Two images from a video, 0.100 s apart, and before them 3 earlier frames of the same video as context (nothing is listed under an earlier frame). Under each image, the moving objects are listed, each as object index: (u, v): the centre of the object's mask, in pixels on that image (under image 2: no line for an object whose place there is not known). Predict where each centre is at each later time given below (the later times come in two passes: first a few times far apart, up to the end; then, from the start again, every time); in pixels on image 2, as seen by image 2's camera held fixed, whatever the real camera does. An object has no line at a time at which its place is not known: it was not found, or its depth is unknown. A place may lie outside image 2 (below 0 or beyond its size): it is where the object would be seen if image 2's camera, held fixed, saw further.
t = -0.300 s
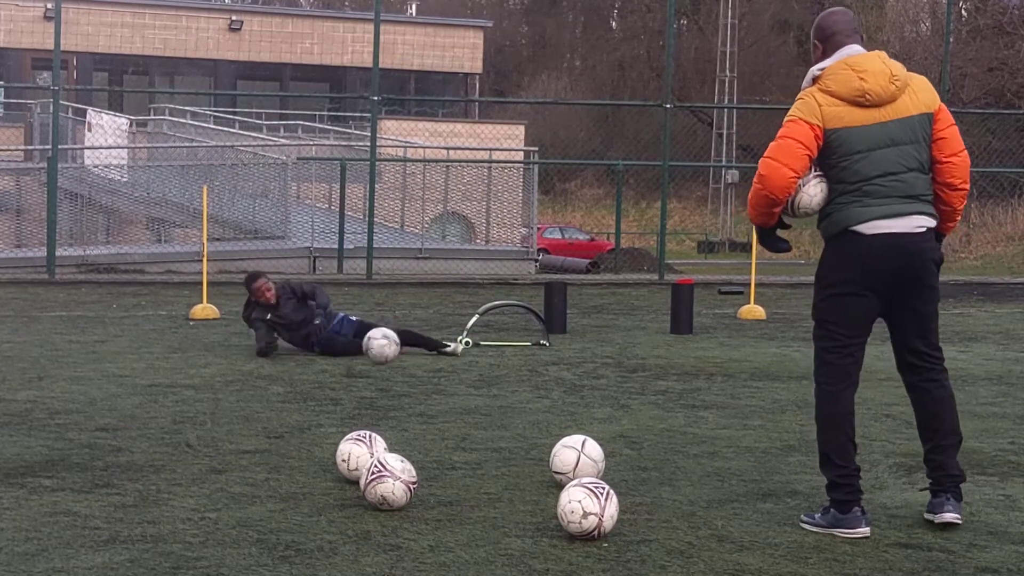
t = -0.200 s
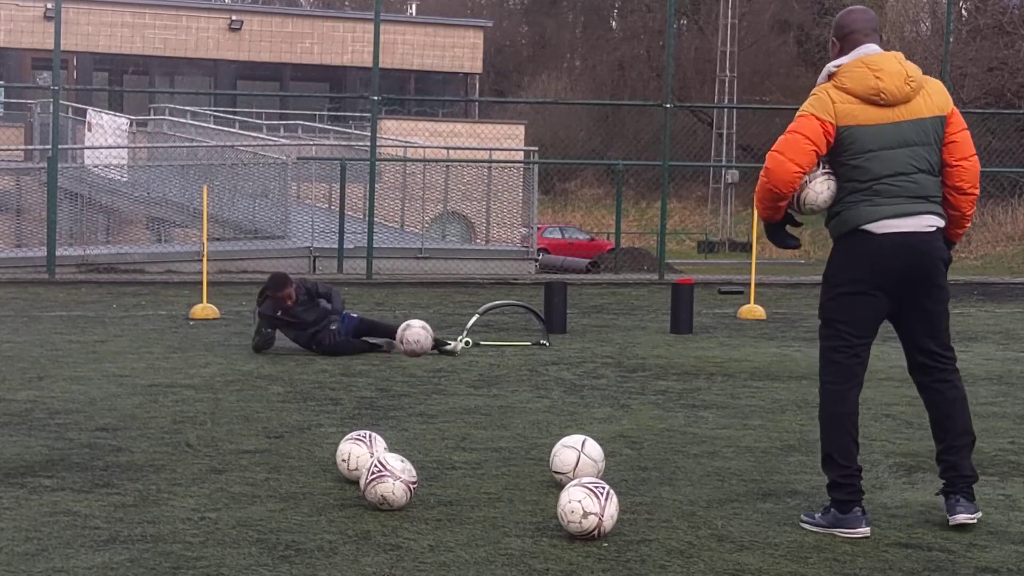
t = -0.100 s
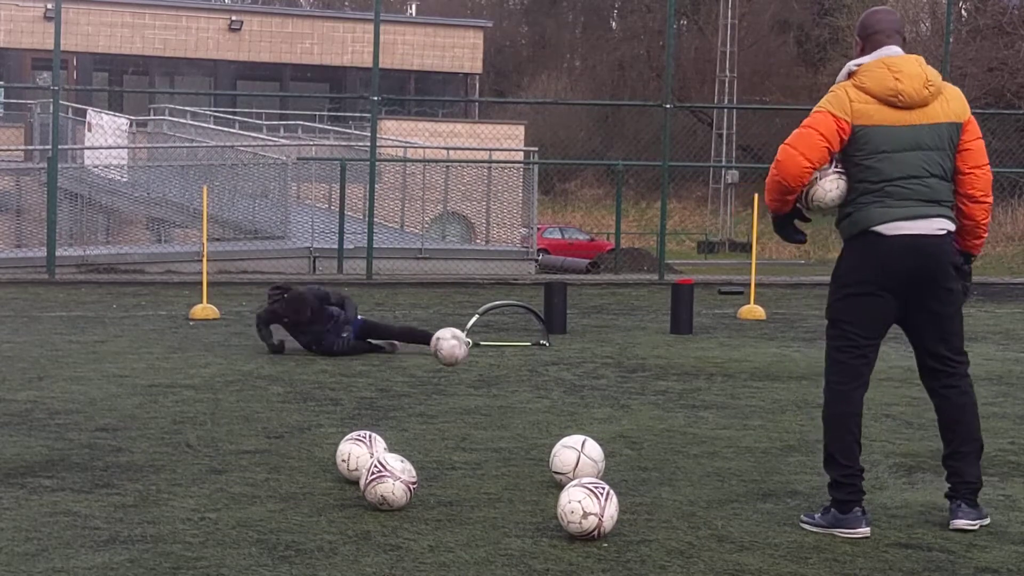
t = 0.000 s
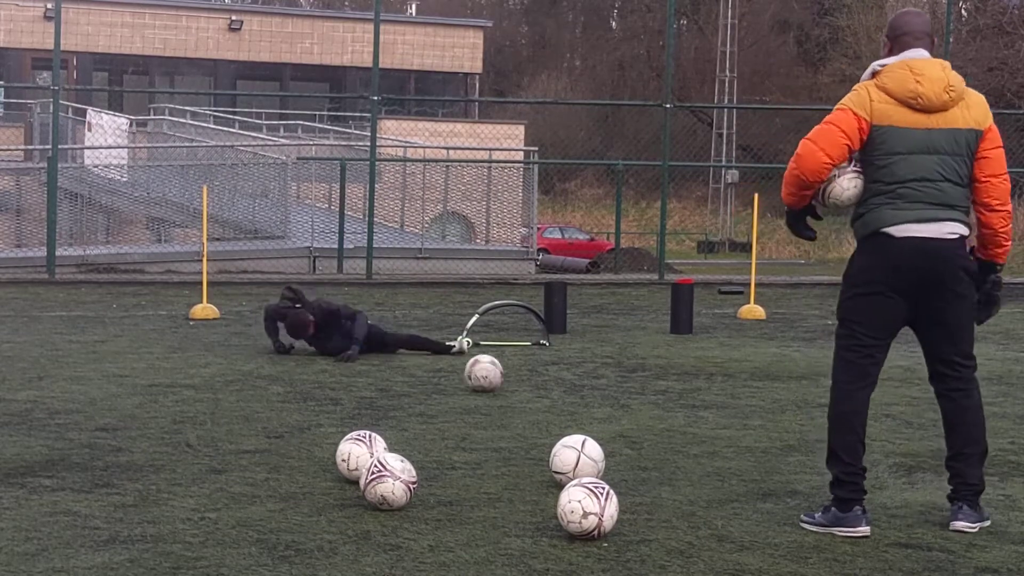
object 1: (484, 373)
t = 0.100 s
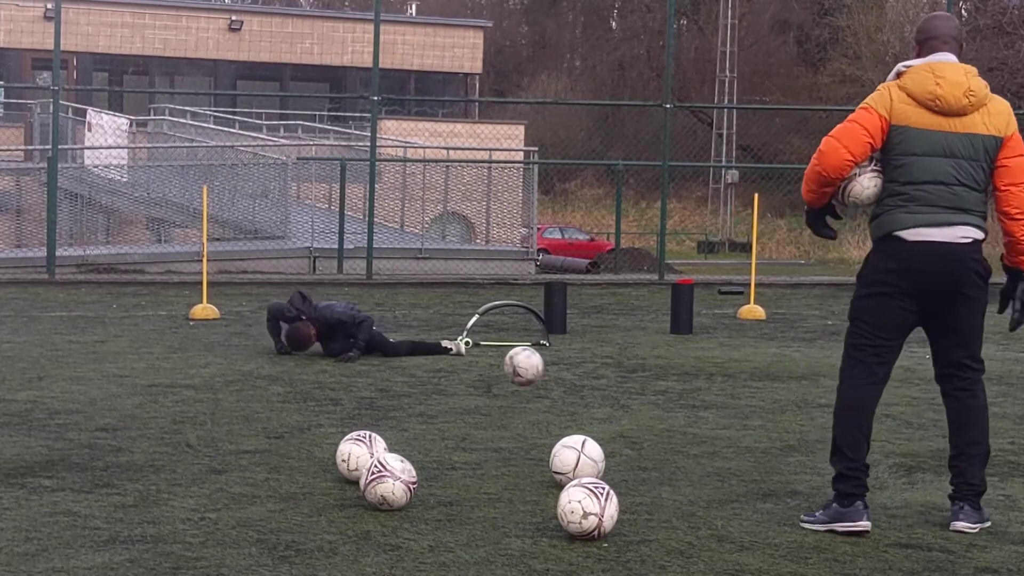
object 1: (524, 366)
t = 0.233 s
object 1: (577, 384)
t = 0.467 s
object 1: (669, 394)
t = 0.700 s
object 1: (764, 408)
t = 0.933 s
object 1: (863, 420)
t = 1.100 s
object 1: (937, 429)
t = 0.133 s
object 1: (537, 367)
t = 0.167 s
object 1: (551, 371)
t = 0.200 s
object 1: (564, 378)
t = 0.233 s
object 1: (577, 384)
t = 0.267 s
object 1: (589, 382)
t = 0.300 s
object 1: (603, 380)
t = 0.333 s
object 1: (616, 381)
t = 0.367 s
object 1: (629, 385)
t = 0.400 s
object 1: (642, 391)
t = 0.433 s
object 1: (656, 393)
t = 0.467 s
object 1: (669, 394)
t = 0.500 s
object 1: (682, 394)
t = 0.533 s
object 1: (695, 398)
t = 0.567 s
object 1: (709, 400)
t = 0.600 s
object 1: (723, 401)
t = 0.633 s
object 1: (737, 404)
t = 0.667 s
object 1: (751, 405)
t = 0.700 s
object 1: (764, 408)
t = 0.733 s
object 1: (777, 409)
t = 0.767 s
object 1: (792, 410)
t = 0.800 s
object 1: (806, 413)
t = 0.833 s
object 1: (820, 415)
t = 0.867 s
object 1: (835, 416)
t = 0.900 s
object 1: (849, 418)
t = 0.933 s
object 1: (863, 420)
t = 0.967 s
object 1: (878, 422)
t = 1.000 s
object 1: (892, 424)
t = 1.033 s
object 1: (907, 426)
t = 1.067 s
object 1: (922, 427)
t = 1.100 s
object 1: (937, 429)
